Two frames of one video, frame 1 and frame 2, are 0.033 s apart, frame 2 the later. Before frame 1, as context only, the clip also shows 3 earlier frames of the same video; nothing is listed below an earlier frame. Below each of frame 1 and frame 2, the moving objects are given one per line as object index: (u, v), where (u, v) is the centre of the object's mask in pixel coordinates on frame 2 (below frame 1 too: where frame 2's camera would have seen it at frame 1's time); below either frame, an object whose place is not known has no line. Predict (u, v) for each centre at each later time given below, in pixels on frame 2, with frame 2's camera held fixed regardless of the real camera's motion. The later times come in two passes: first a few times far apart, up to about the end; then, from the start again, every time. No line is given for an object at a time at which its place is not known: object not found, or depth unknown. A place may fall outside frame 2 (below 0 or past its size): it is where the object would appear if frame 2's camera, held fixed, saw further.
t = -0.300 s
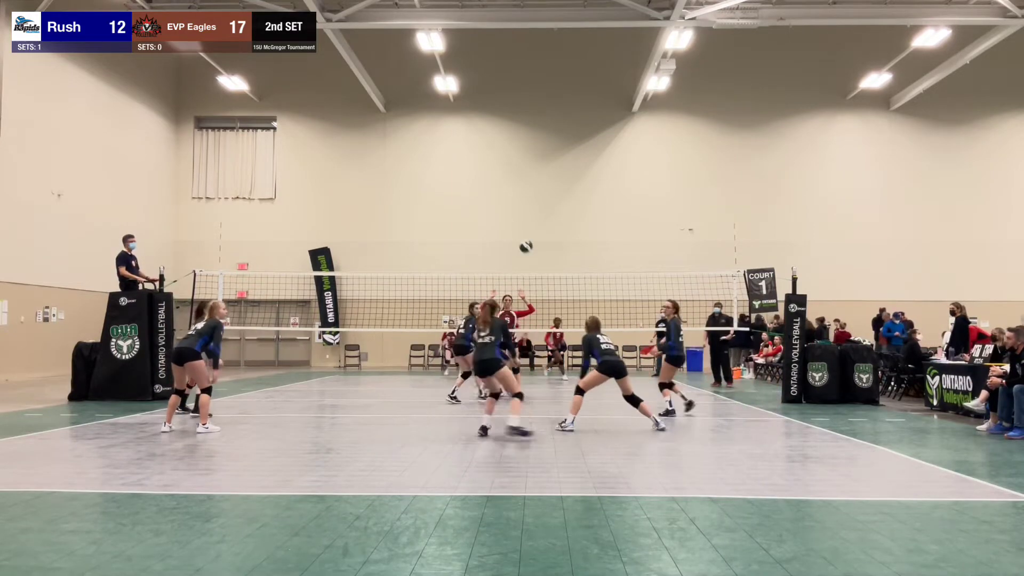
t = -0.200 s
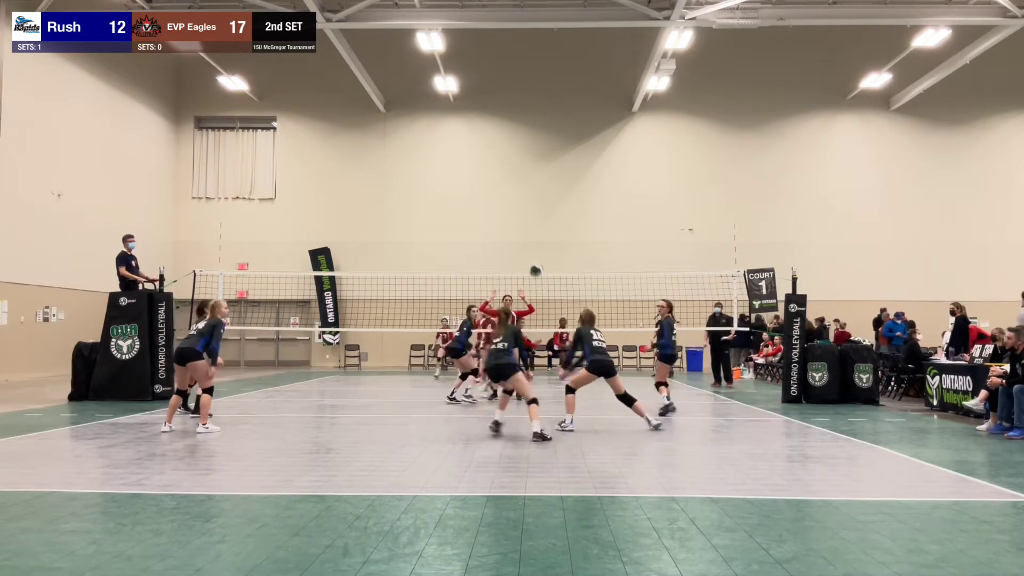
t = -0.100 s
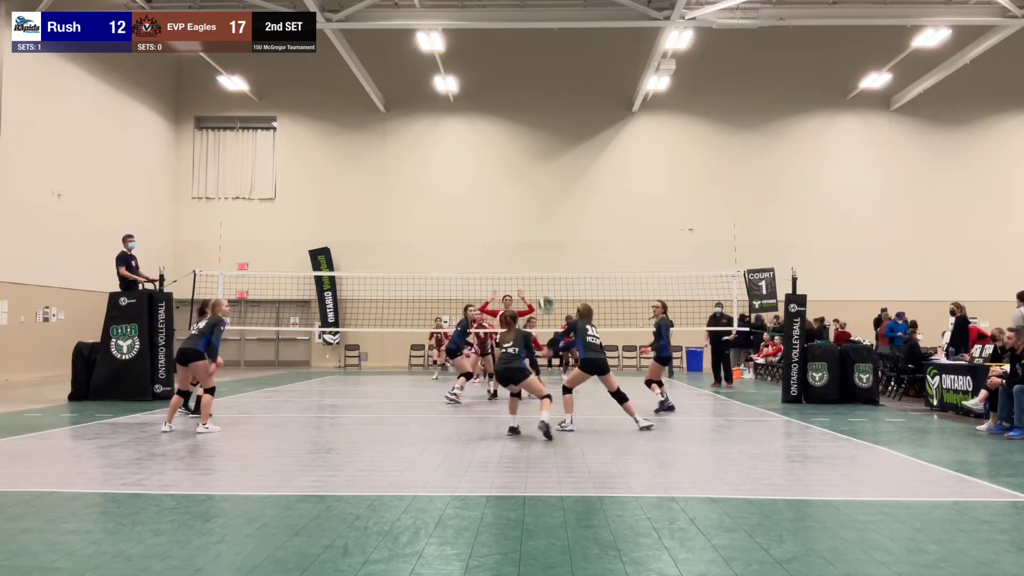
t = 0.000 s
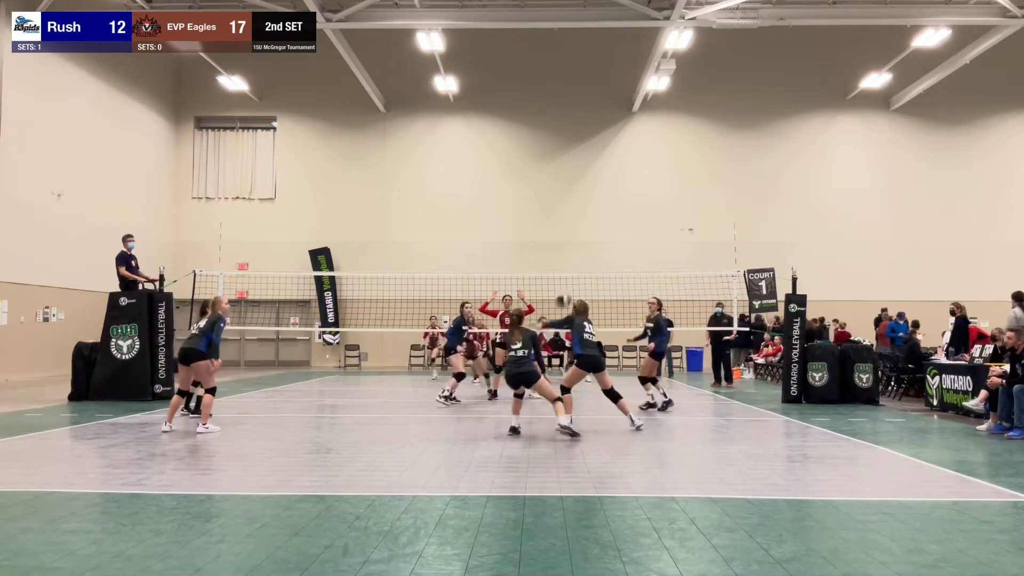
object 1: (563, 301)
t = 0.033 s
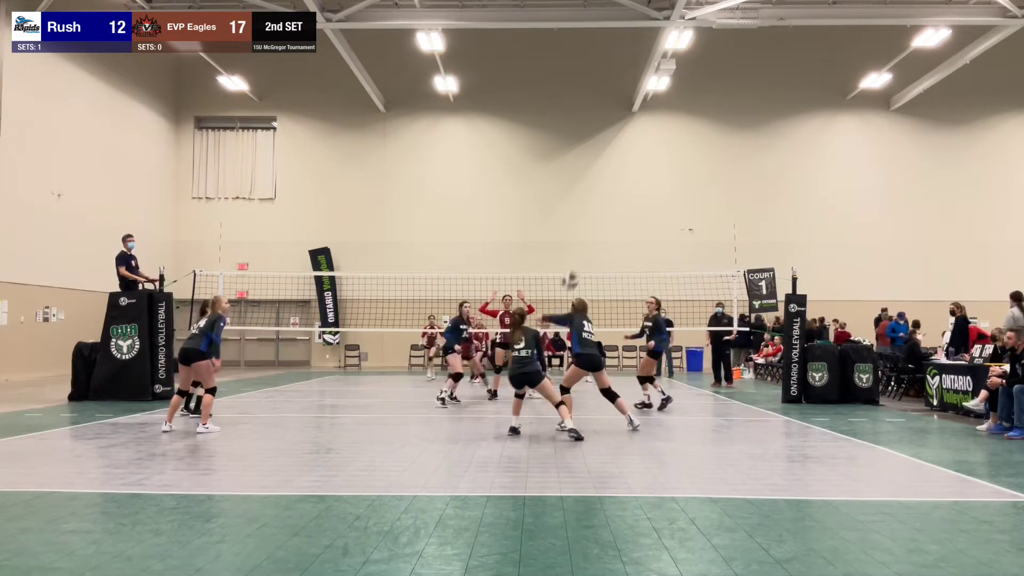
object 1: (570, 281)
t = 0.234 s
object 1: (611, 198)
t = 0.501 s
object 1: (661, 147)
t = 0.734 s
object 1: (701, 144)
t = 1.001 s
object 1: (742, 181)
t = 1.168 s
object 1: (766, 223)
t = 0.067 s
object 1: (577, 265)
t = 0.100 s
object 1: (584, 250)
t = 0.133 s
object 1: (591, 235)
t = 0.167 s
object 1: (598, 222)
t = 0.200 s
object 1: (605, 209)
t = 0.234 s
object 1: (611, 198)
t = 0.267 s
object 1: (618, 190)
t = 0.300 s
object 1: (624, 180)
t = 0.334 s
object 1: (631, 172)
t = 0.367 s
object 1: (637, 165)
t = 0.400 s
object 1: (644, 159)
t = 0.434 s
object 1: (650, 155)
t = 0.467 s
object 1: (656, 150)
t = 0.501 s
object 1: (661, 147)
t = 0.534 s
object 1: (667, 144)
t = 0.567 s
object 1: (673, 142)
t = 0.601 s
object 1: (679, 142)
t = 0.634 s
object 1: (684, 140)
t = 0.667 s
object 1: (689, 141)
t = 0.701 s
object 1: (696, 142)
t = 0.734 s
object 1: (701, 144)
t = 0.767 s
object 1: (707, 147)
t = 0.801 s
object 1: (711, 150)
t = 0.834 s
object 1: (717, 154)
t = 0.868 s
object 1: (722, 158)
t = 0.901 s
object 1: (727, 162)
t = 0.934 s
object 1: (732, 168)
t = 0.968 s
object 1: (737, 176)
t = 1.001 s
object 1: (742, 181)
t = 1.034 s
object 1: (747, 189)
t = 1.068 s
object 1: (752, 196)
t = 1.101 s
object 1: (756, 204)
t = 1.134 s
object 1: (761, 215)
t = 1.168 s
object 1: (766, 223)
